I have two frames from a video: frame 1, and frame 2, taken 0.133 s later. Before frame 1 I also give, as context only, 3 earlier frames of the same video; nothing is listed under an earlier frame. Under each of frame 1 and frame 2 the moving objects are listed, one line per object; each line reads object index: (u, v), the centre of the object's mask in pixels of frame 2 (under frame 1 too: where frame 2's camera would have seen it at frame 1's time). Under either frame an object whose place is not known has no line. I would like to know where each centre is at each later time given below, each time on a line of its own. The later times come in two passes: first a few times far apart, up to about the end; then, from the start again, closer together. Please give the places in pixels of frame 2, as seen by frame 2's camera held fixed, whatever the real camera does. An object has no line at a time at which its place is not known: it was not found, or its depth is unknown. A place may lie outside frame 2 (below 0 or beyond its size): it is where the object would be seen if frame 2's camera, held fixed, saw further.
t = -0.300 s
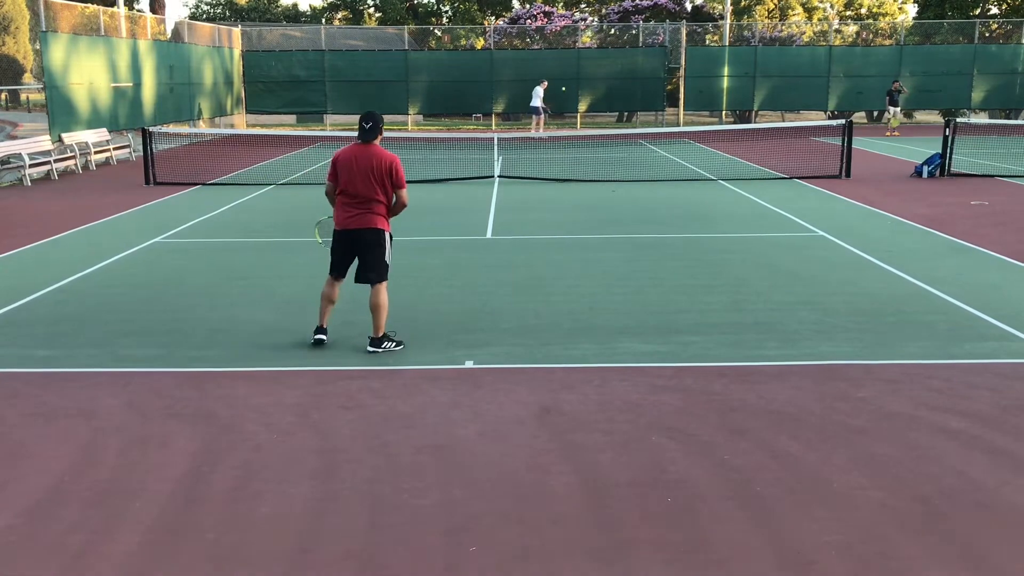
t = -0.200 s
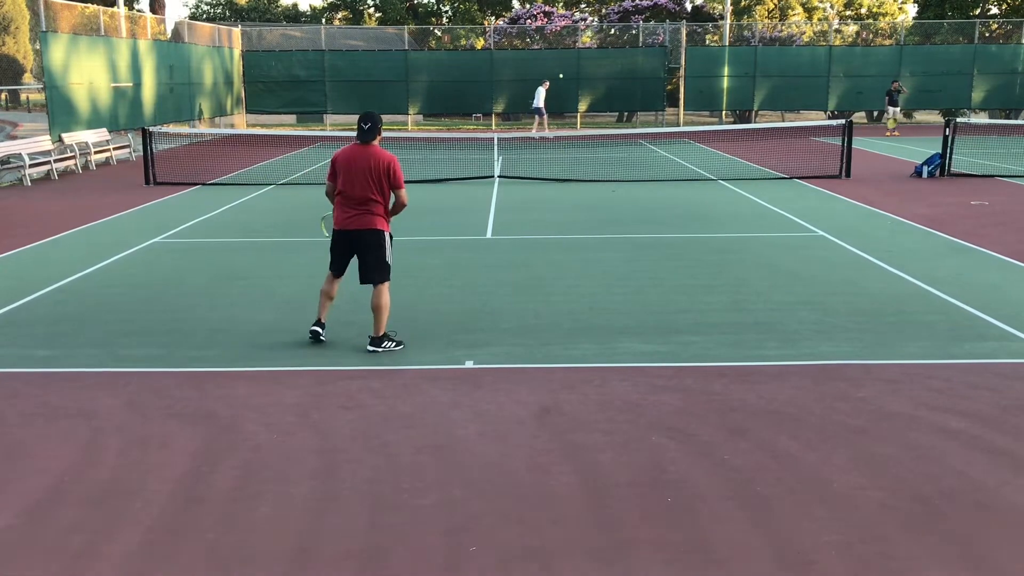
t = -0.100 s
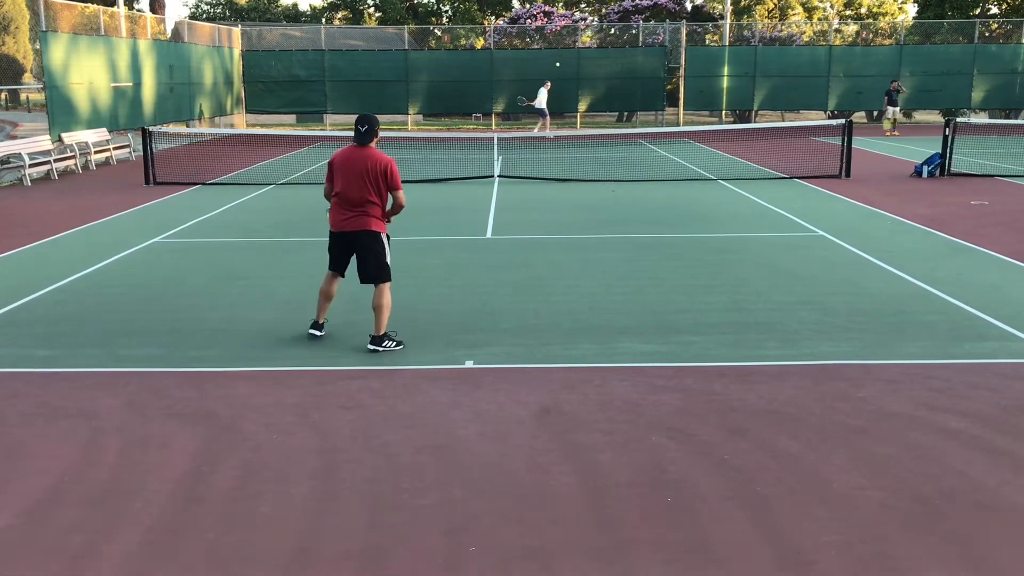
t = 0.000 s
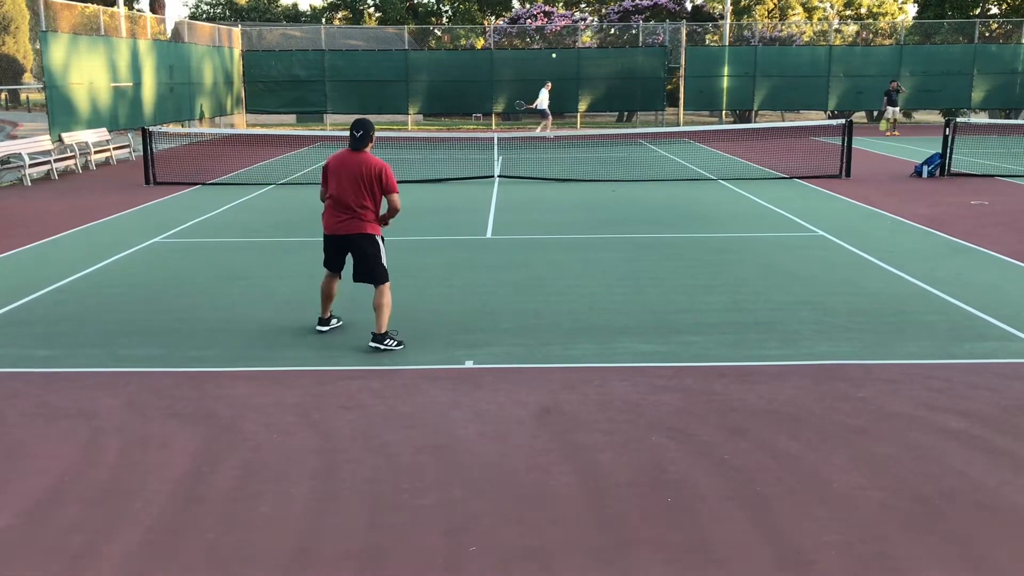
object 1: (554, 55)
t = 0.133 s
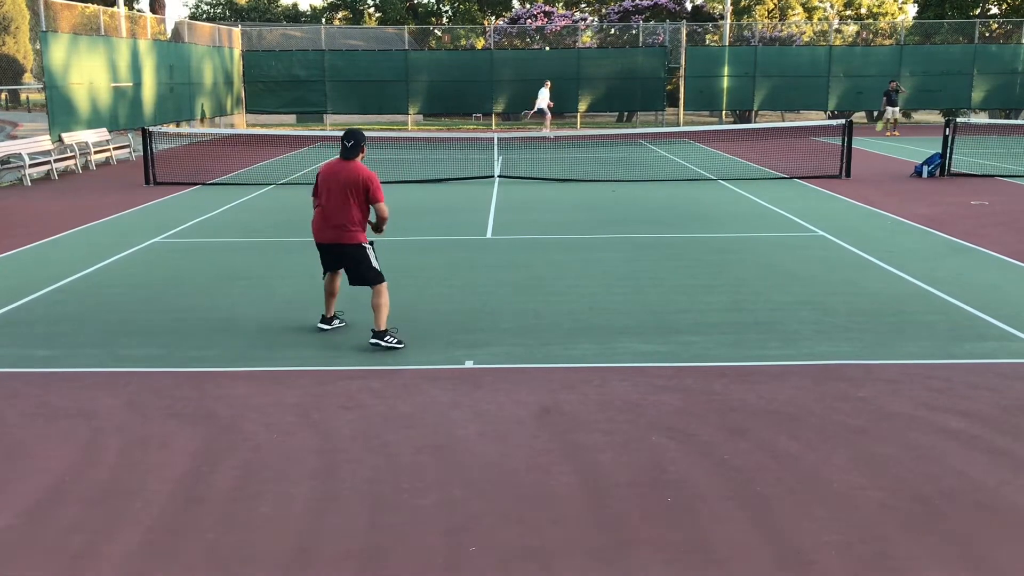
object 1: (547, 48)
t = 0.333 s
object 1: (533, 51)
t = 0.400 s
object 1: (527, 57)
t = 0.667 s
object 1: (495, 117)
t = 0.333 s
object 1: (533, 51)
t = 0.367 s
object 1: (530, 54)
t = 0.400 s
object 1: (527, 57)
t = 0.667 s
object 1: (495, 117)
